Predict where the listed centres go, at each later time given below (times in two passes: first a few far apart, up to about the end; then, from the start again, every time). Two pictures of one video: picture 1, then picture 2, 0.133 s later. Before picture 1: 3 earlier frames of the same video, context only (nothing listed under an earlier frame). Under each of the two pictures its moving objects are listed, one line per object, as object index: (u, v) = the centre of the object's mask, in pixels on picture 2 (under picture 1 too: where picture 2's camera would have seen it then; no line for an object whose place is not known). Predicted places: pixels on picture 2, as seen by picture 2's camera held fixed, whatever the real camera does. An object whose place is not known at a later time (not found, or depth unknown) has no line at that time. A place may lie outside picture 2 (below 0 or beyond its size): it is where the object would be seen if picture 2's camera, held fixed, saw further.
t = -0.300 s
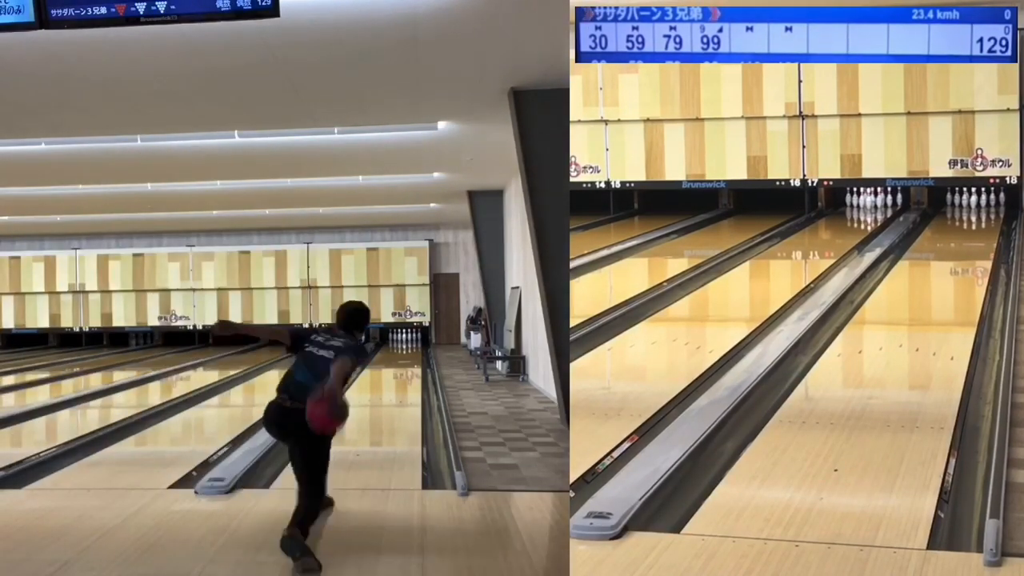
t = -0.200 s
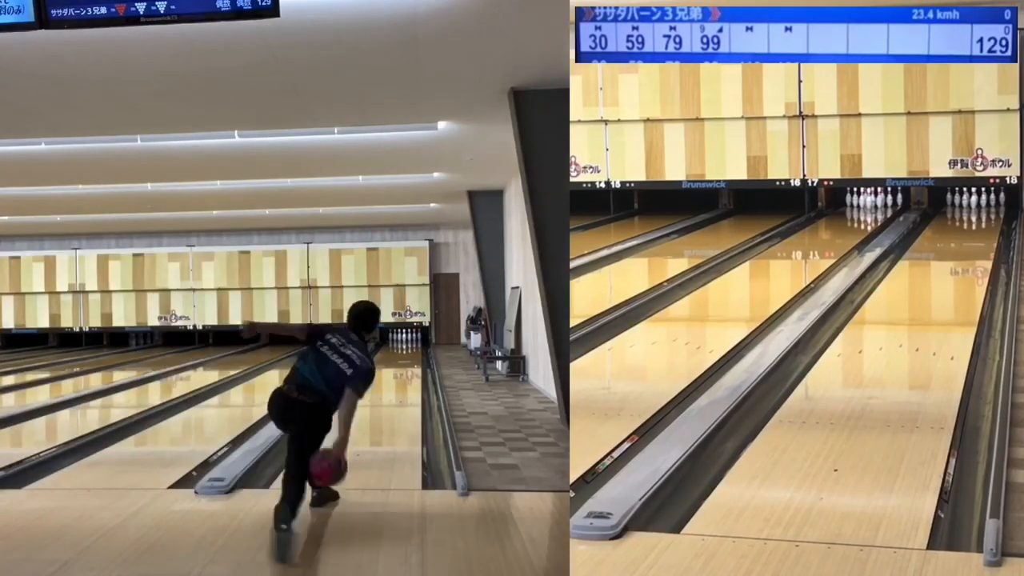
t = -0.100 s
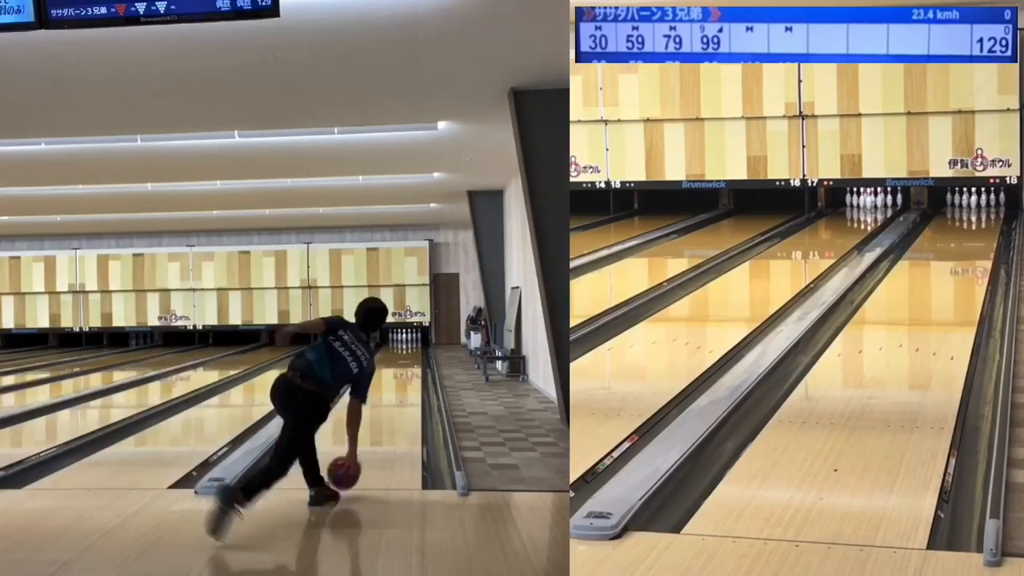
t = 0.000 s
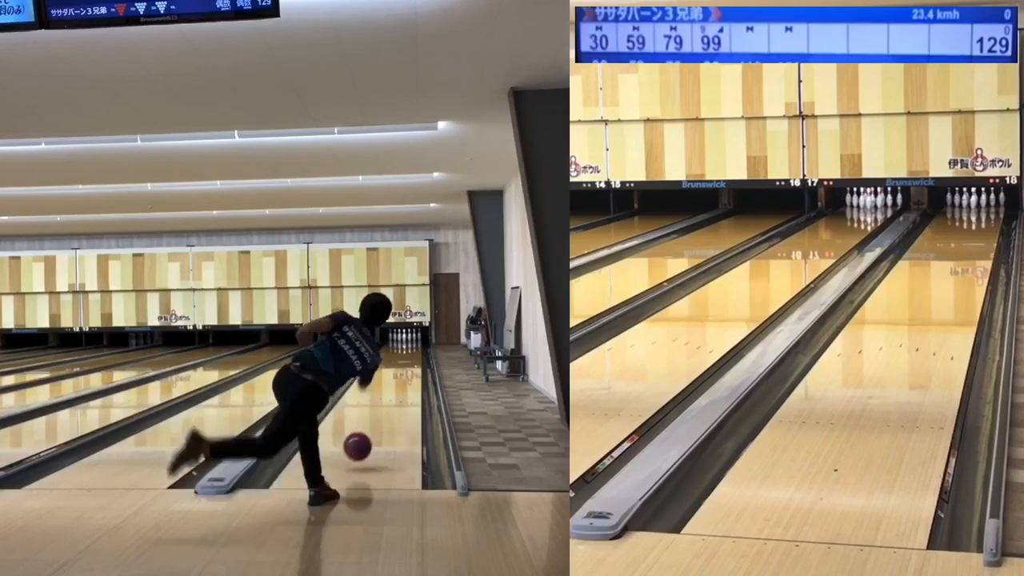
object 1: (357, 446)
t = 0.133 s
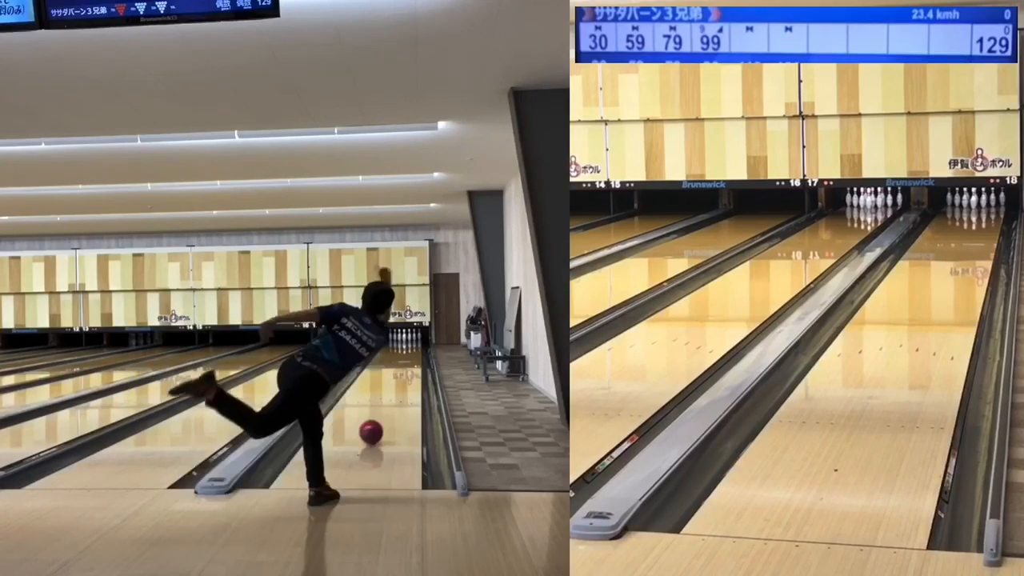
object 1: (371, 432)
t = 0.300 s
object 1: (383, 411)
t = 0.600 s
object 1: (396, 386)
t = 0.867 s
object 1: (403, 372)
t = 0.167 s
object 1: (373, 427)
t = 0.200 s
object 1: (376, 423)
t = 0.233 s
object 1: (378, 418)
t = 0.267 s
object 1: (381, 415)
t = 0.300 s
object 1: (383, 411)
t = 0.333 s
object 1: (385, 407)
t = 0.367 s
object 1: (386, 404)
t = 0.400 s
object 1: (388, 401)
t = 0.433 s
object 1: (390, 398)
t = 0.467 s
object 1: (391, 395)
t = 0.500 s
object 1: (392, 393)
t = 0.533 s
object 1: (394, 390)
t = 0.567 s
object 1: (395, 388)
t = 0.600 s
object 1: (396, 386)
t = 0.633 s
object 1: (397, 384)
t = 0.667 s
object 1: (398, 382)
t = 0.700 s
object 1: (399, 380)
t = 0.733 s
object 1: (400, 378)
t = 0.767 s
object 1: (401, 376)
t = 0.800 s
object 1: (401, 375)
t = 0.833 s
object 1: (402, 373)
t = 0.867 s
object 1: (403, 372)
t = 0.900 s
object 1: (404, 370)
